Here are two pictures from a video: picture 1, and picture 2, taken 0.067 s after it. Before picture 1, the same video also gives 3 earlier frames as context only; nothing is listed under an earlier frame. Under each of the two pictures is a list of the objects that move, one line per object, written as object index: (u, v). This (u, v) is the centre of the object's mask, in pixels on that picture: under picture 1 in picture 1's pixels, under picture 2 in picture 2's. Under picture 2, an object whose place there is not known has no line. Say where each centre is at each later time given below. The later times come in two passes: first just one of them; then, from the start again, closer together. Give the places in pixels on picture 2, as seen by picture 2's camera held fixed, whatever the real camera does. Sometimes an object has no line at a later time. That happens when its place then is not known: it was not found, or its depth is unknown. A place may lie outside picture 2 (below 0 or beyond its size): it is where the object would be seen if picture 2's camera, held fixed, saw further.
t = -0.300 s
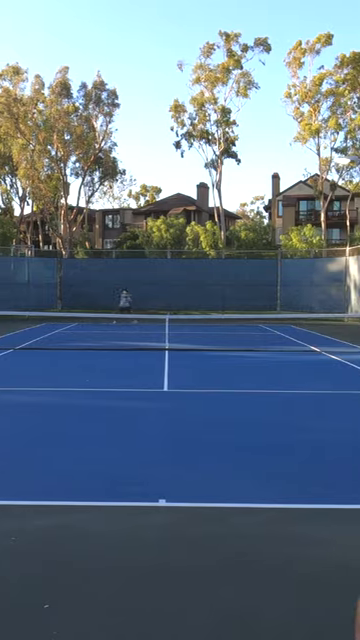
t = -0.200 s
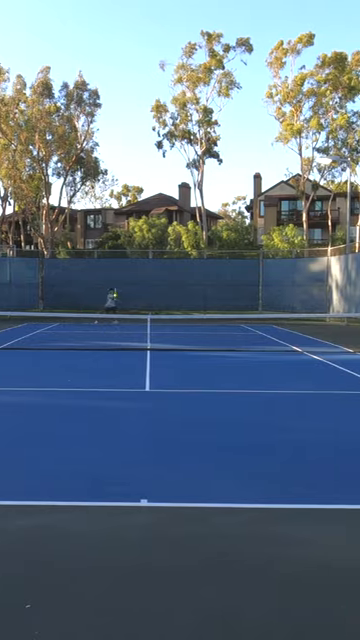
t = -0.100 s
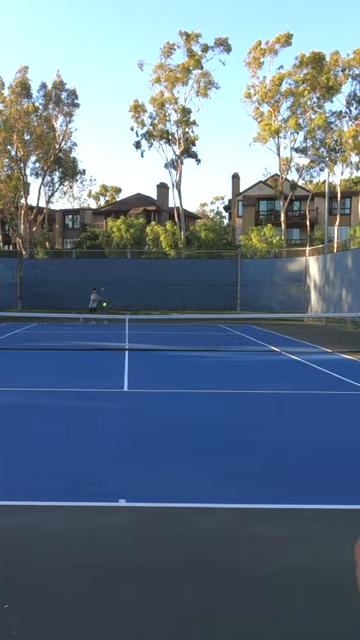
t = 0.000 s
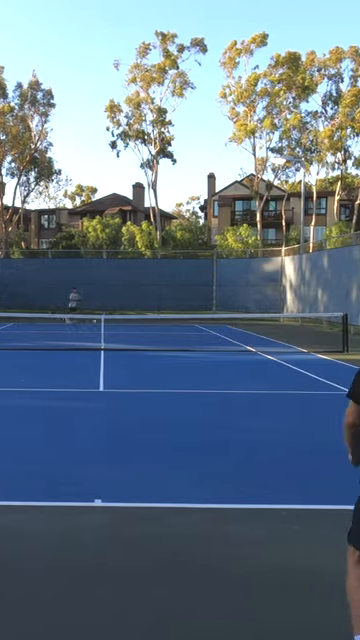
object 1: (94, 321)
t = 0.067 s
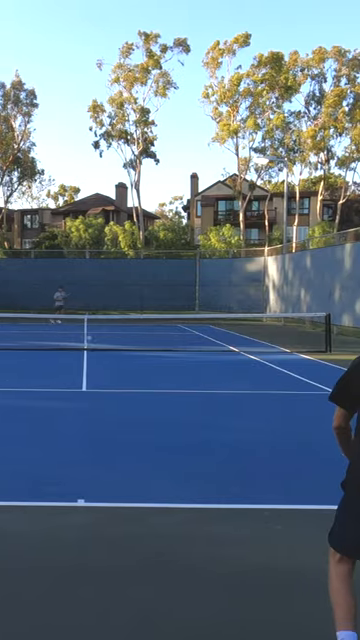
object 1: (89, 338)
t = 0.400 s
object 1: (164, 351)
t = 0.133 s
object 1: (102, 360)
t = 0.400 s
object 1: (164, 351)
